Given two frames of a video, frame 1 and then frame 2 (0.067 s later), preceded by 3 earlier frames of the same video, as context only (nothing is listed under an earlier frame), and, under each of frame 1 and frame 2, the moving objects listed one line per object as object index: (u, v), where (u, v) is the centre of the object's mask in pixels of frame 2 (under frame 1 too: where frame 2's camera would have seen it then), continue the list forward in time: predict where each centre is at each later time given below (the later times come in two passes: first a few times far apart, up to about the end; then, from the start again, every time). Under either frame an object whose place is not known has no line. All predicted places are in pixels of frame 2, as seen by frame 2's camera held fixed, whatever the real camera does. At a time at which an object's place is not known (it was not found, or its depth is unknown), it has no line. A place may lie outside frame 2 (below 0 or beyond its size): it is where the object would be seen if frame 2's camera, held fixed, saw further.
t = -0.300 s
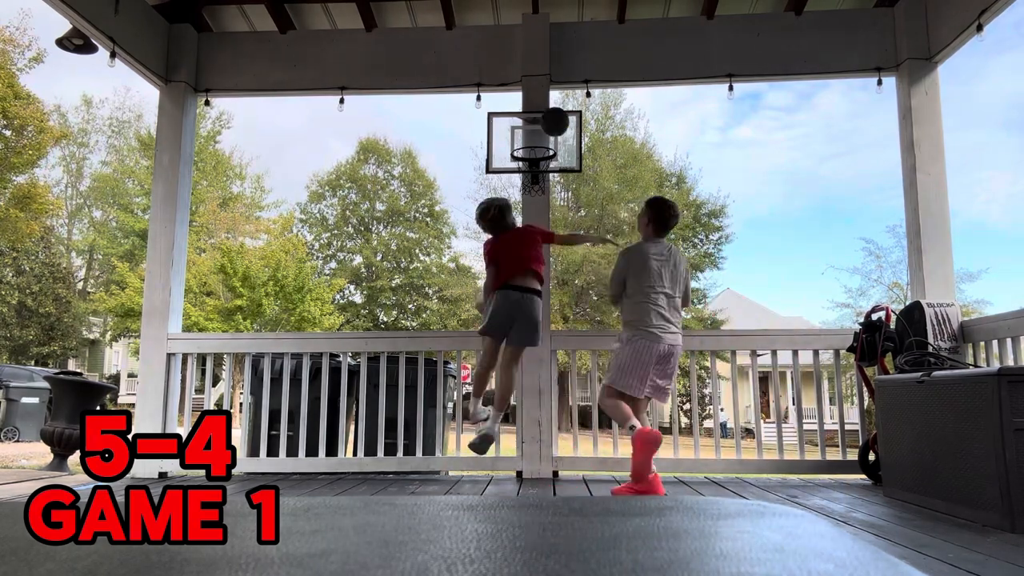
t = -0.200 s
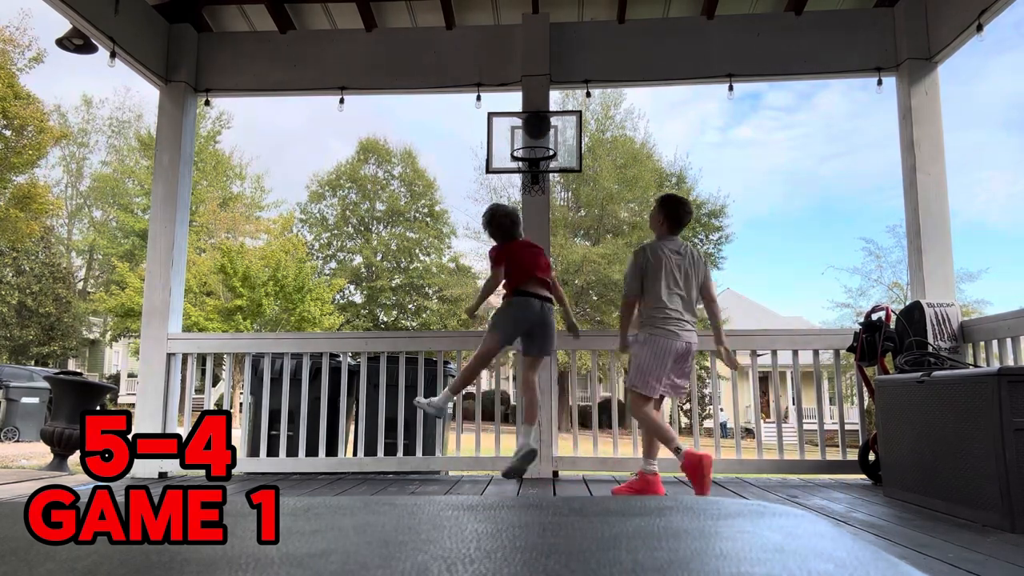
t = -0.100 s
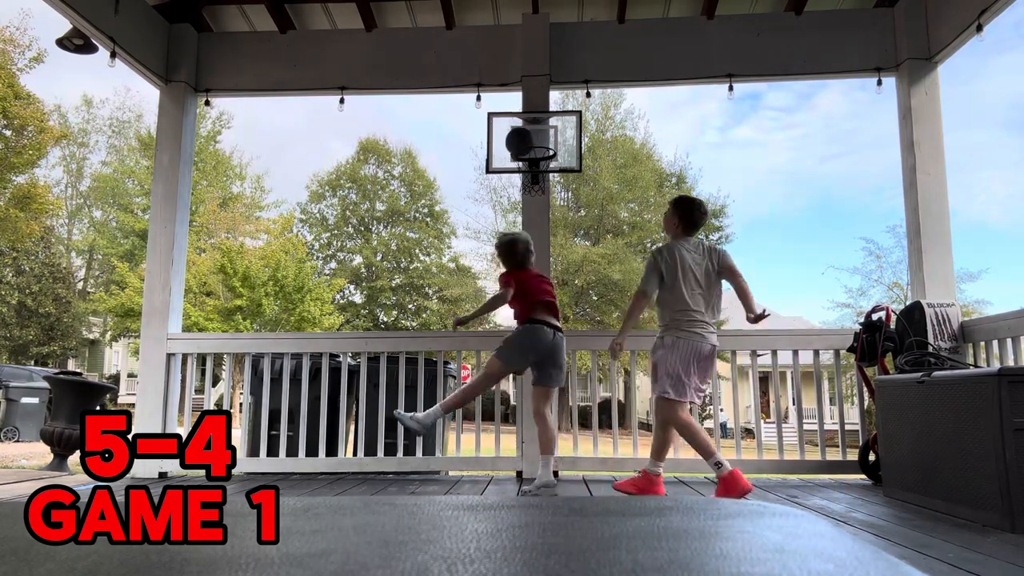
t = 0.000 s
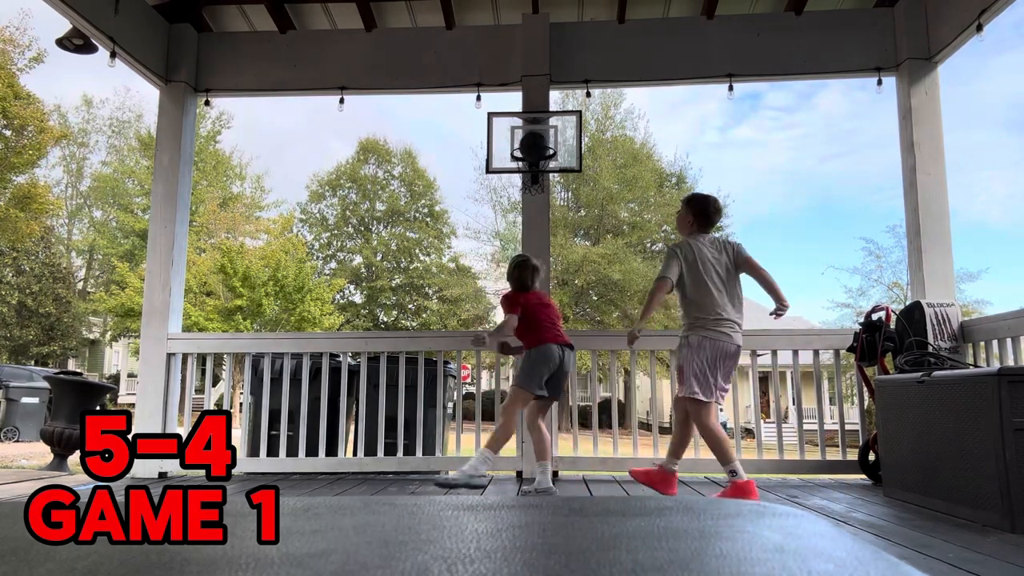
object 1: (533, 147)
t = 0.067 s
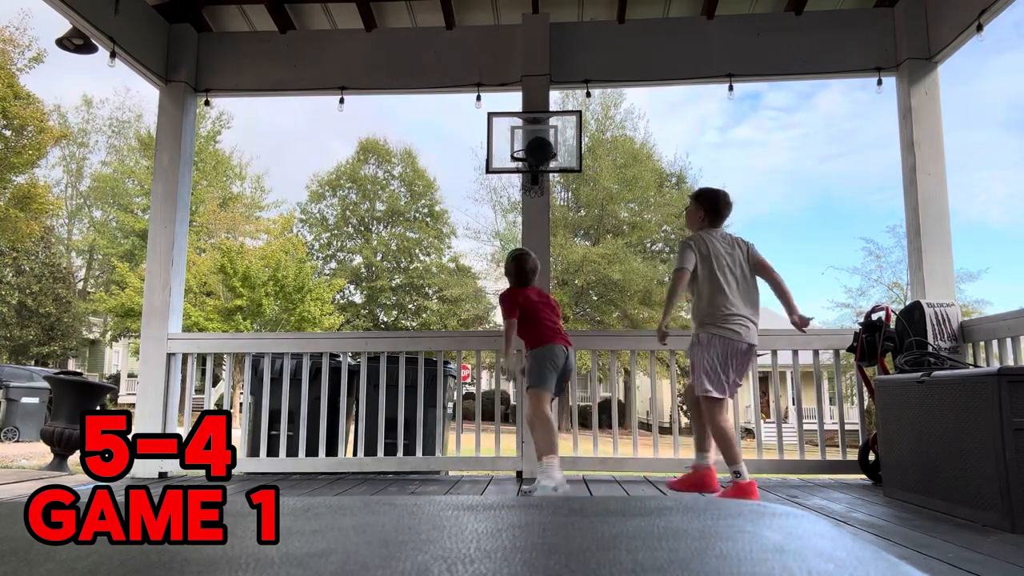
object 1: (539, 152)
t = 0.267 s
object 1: (536, 148)
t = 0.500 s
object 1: (529, 154)
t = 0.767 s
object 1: (535, 184)
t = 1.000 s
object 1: (526, 182)
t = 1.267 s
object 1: (539, 227)
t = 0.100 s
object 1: (536, 152)
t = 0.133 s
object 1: (530, 152)
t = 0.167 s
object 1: (526, 152)
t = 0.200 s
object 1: (525, 150)
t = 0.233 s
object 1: (530, 149)
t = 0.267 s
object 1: (536, 148)
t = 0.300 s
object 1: (539, 149)
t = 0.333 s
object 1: (539, 151)
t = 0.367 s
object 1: (536, 152)
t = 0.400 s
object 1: (531, 154)
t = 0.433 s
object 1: (527, 154)
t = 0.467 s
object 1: (526, 154)
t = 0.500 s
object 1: (529, 154)
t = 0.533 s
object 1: (533, 155)
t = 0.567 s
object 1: (537, 158)
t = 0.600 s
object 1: (541, 163)
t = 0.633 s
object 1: (542, 169)
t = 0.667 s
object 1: (542, 175)
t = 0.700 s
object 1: (541, 179)
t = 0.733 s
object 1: (539, 181)
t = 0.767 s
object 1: (535, 184)
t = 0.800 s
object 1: (531, 184)
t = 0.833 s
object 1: (527, 183)
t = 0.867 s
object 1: (525, 182)
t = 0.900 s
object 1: (524, 181)
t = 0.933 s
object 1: (524, 181)
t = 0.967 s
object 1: (524, 182)
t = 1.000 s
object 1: (526, 182)
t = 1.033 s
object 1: (528, 184)
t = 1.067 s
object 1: (530, 186)
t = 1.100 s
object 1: (532, 188)
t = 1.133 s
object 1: (533, 190)
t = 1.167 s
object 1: (535, 193)
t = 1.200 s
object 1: (536, 206)
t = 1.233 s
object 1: (538, 216)
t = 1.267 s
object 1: (539, 227)
